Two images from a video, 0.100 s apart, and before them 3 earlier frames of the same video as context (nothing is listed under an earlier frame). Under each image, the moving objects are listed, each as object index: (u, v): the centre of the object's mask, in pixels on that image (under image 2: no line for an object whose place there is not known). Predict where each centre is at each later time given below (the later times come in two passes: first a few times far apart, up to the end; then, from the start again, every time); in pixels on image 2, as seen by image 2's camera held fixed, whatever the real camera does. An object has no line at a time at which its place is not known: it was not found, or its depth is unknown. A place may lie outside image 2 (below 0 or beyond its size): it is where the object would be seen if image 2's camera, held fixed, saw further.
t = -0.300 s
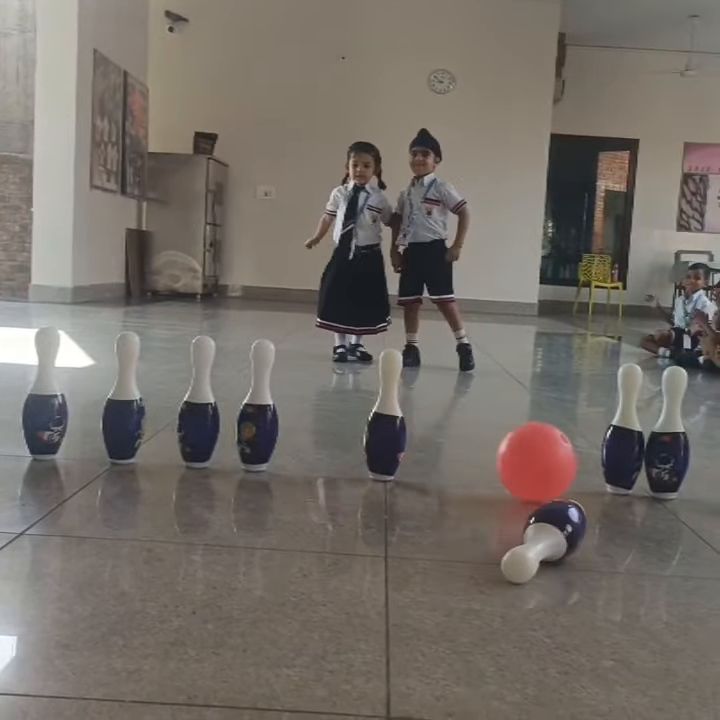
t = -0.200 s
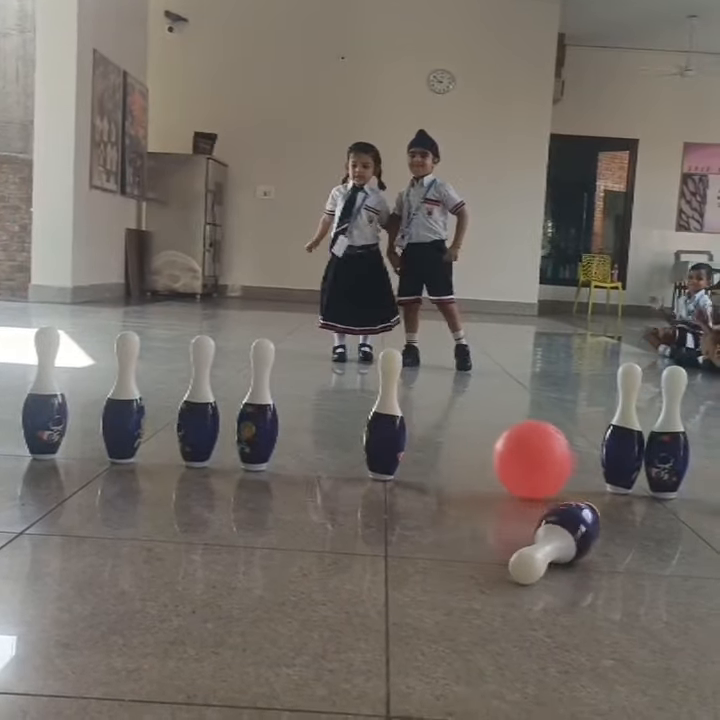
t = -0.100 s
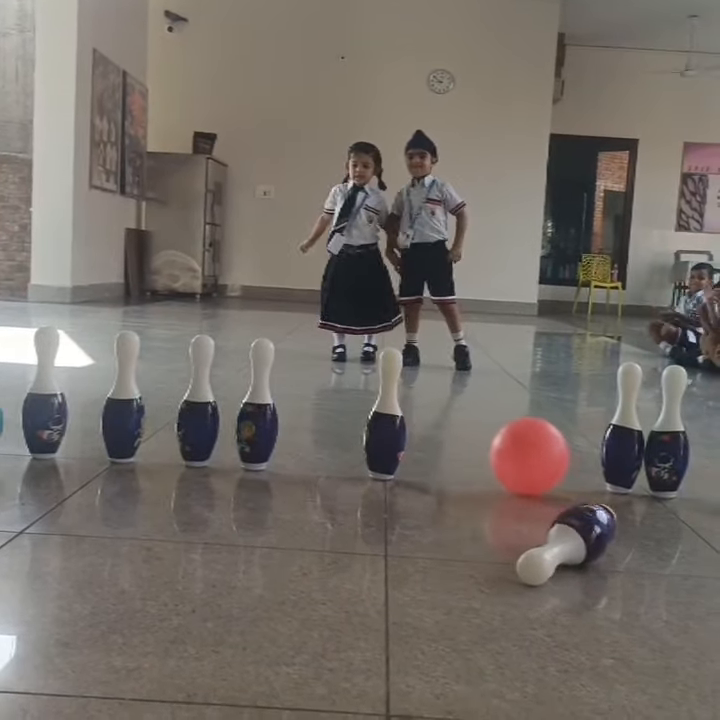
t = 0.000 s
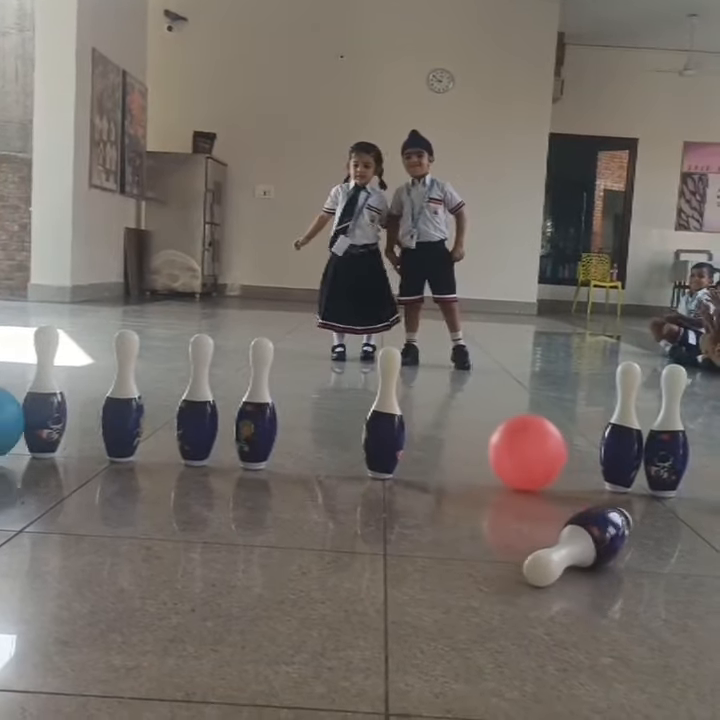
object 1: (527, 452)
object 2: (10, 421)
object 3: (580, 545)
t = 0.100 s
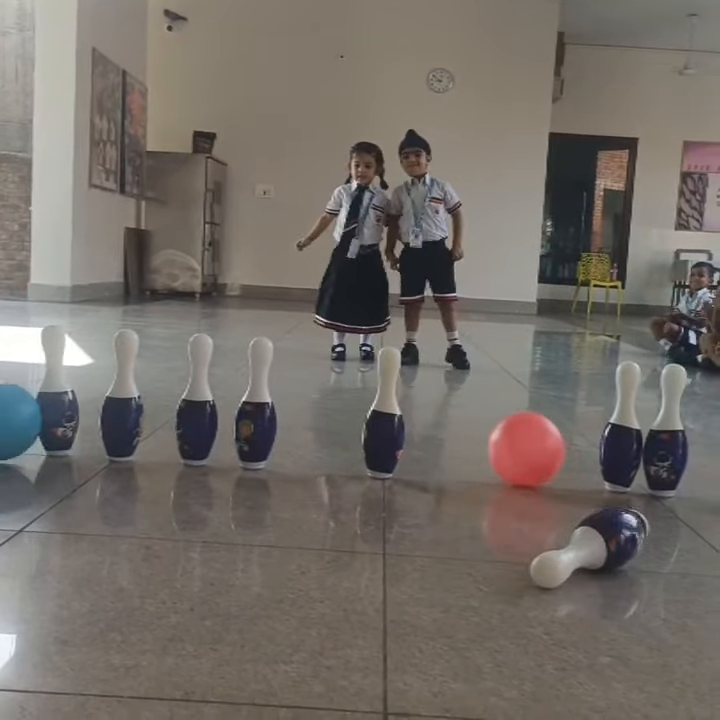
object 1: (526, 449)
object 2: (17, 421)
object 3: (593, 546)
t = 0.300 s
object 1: (528, 444)
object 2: (39, 425)
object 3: (618, 554)
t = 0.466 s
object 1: (528, 442)
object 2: (59, 424)
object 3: (637, 560)
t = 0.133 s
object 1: (526, 448)
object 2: (20, 421)
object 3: (597, 548)
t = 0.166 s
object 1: (527, 447)
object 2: (24, 422)
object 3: (601, 549)
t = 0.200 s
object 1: (527, 447)
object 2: (28, 421)
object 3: (605, 550)
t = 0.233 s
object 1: (527, 446)
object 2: (31, 424)
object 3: (609, 551)
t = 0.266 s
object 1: (528, 445)
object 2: (36, 423)
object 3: (613, 552)
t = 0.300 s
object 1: (528, 444)
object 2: (39, 425)
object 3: (618, 554)
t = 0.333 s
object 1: (528, 444)
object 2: (43, 423)
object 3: (622, 555)
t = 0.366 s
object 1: (528, 443)
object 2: (48, 425)
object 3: (625, 556)
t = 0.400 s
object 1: (528, 443)
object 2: (53, 424)
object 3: (629, 558)
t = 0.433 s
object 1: (528, 443)
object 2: (56, 425)
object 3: (633, 559)
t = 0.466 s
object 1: (528, 442)
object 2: (59, 424)
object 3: (637, 560)
